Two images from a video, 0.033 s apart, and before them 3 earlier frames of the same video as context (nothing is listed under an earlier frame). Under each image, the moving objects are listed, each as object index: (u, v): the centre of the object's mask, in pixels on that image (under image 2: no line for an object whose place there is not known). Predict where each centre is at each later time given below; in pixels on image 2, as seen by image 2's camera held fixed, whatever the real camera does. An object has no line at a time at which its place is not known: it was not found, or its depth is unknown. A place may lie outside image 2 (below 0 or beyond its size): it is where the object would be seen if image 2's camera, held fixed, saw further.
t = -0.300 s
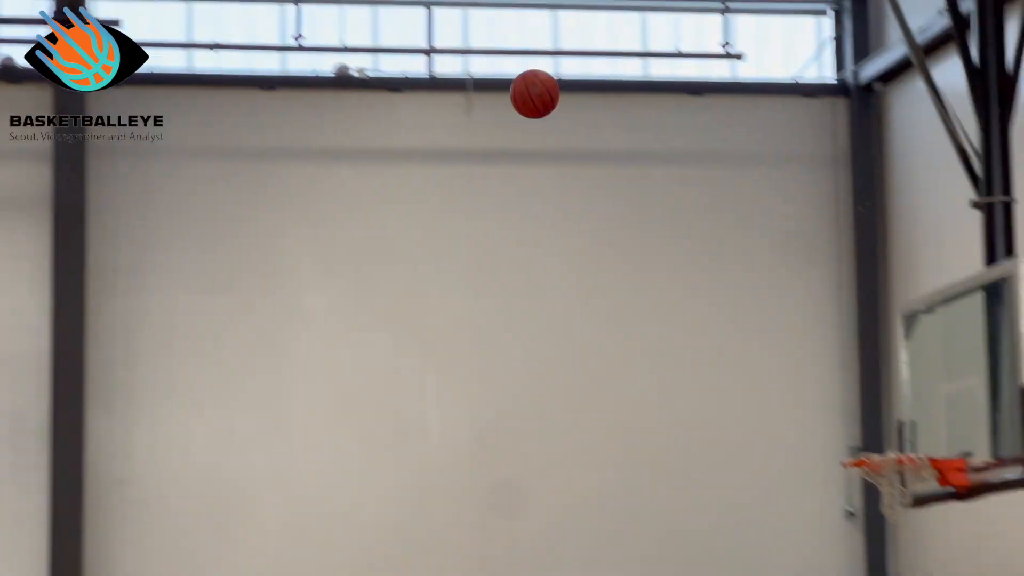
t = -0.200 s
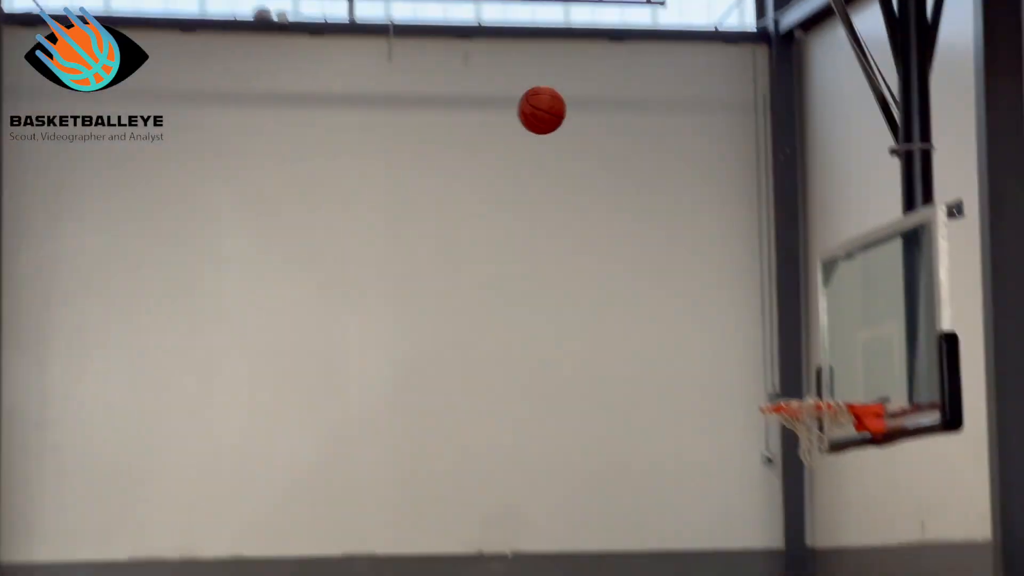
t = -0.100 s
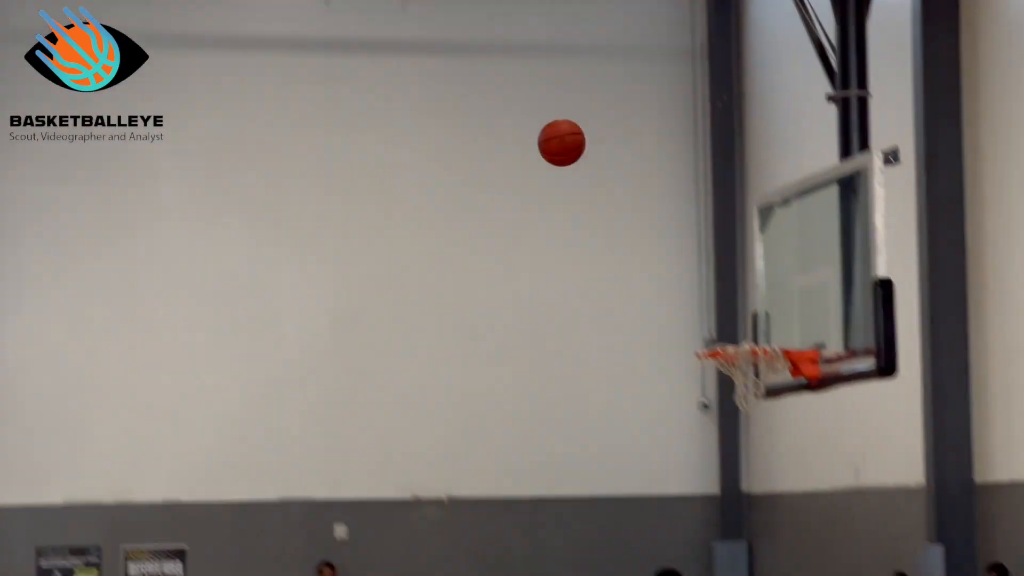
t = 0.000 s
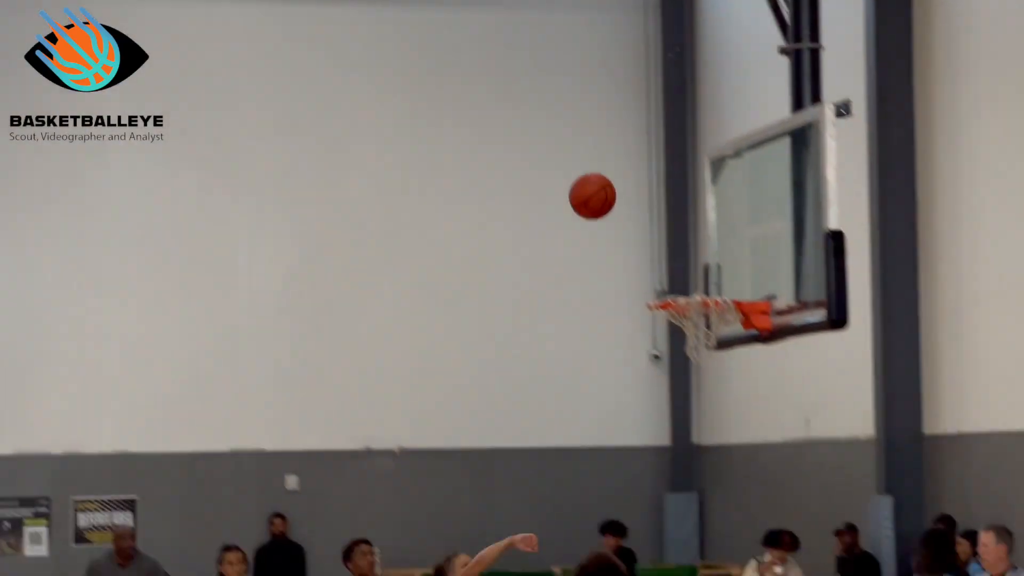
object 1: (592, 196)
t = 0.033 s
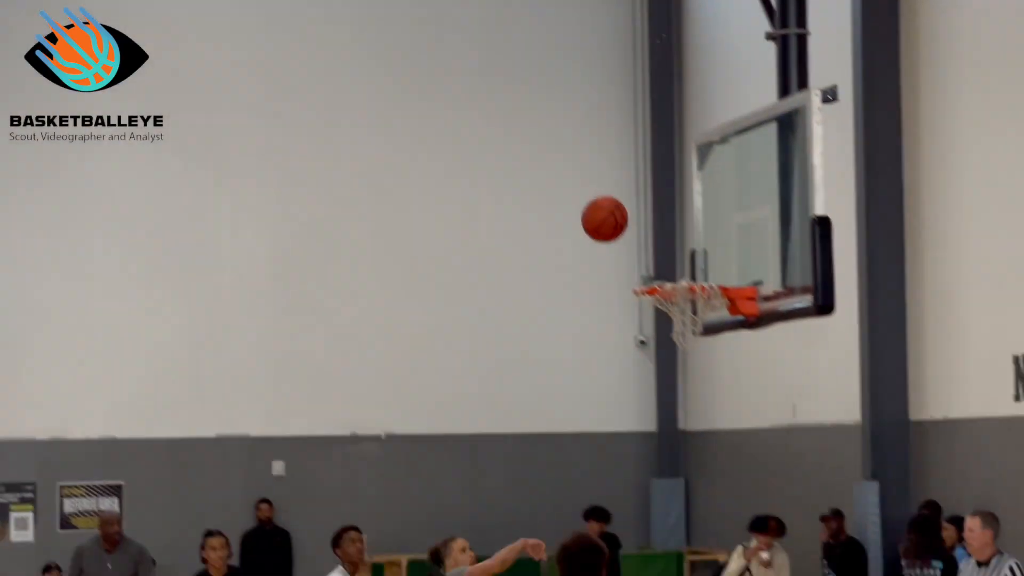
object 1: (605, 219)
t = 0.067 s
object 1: (631, 256)
